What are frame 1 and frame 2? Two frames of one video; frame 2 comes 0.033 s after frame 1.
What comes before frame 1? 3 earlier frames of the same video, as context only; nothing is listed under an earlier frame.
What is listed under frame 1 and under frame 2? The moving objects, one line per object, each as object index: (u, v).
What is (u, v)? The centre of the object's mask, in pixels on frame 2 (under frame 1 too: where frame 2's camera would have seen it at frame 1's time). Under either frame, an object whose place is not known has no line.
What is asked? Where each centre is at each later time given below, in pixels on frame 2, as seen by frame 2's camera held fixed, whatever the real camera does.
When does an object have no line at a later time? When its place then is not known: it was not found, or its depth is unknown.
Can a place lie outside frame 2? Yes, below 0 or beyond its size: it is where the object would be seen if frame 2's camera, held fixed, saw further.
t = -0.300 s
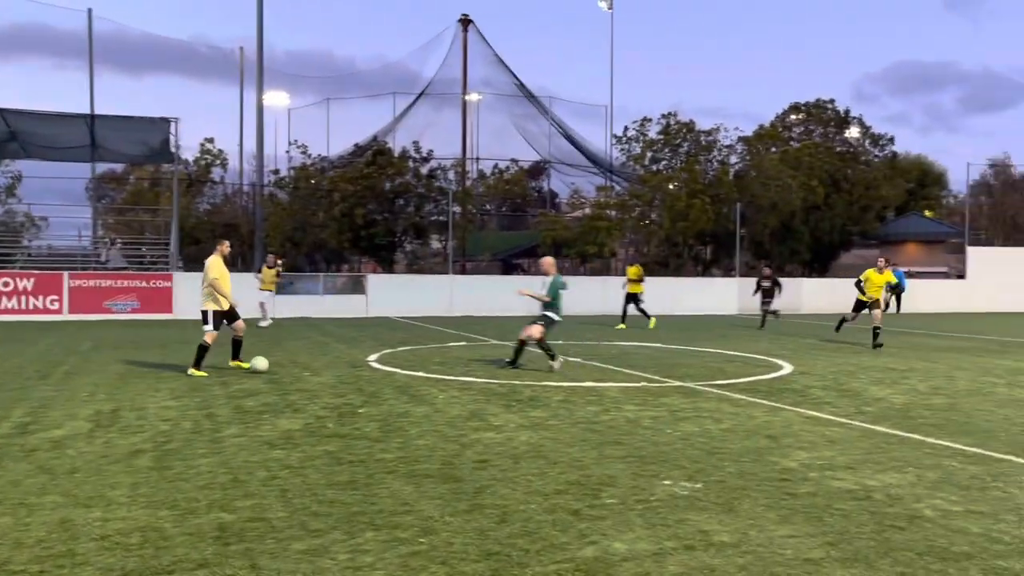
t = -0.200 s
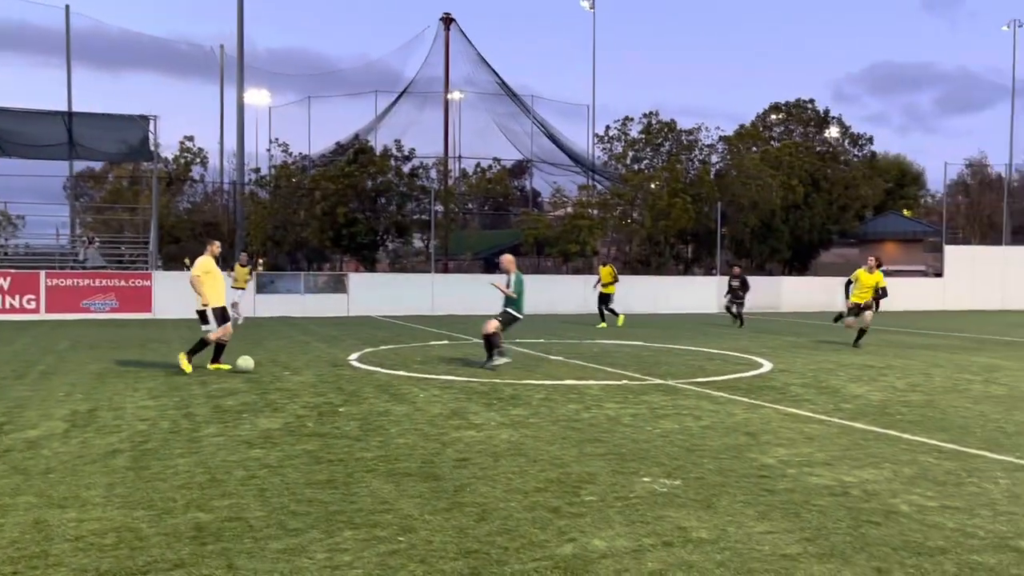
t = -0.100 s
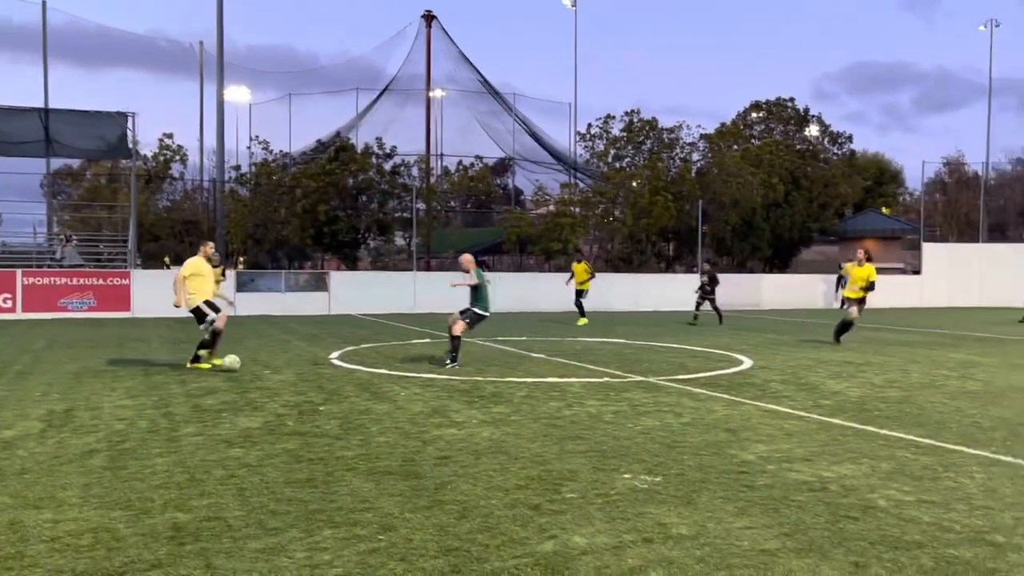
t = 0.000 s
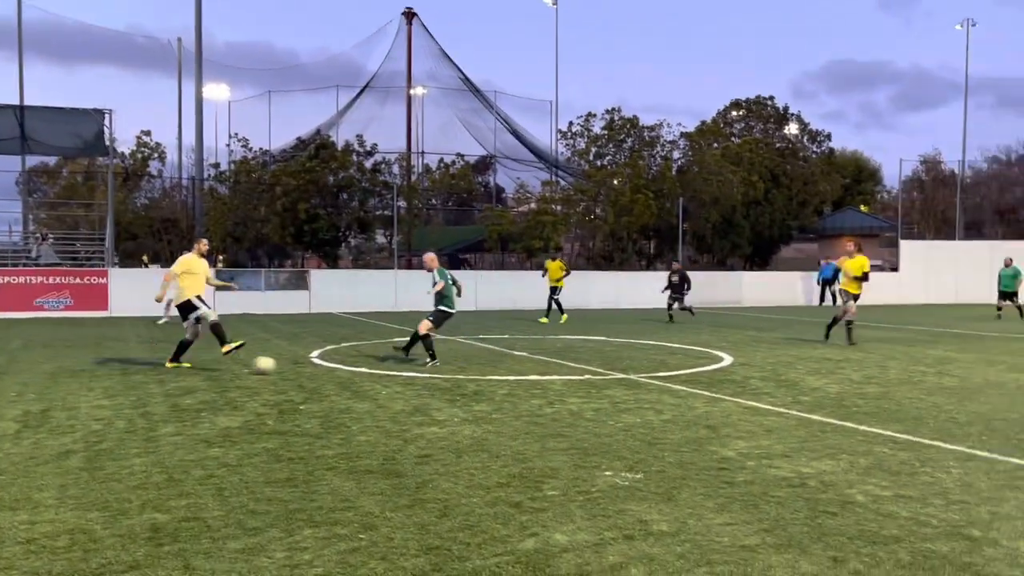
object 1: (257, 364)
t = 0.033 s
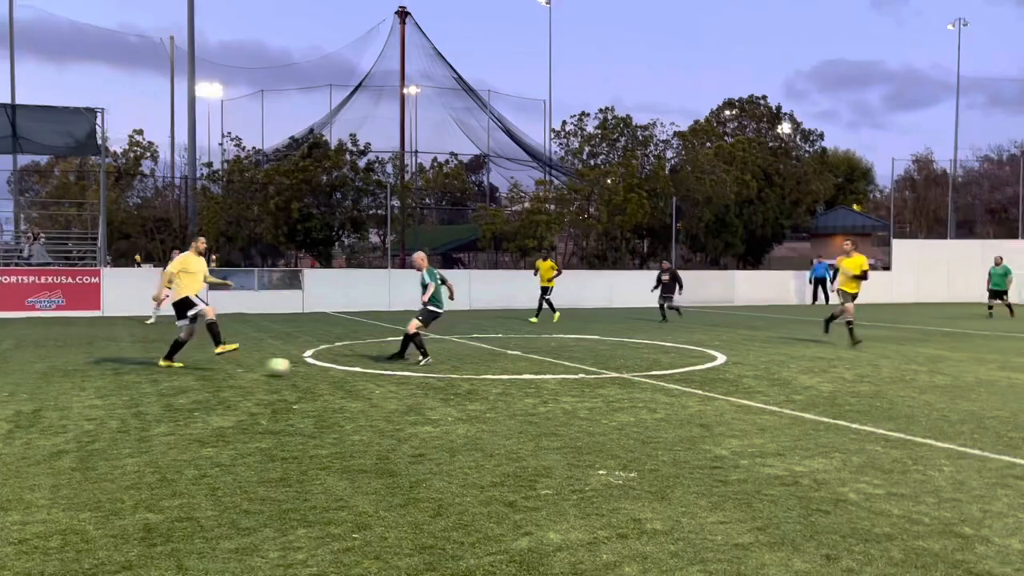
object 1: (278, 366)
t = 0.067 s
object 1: (300, 367)
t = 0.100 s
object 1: (322, 367)
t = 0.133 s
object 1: (342, 370)
